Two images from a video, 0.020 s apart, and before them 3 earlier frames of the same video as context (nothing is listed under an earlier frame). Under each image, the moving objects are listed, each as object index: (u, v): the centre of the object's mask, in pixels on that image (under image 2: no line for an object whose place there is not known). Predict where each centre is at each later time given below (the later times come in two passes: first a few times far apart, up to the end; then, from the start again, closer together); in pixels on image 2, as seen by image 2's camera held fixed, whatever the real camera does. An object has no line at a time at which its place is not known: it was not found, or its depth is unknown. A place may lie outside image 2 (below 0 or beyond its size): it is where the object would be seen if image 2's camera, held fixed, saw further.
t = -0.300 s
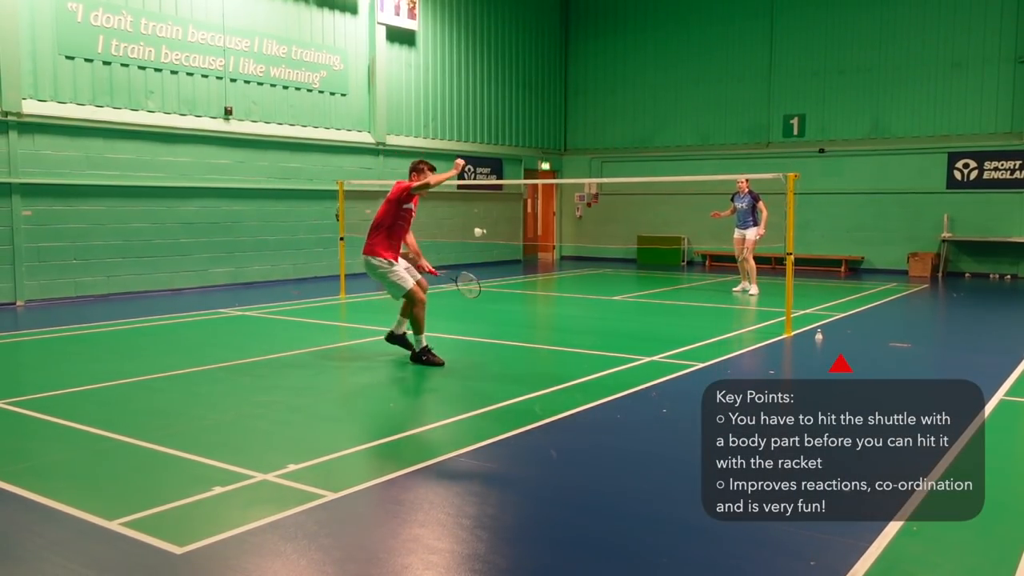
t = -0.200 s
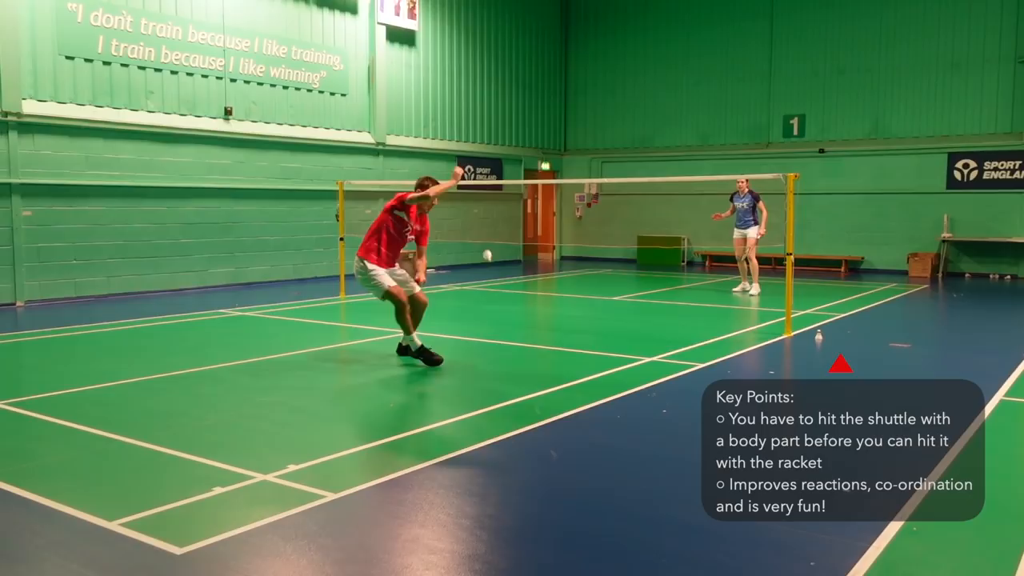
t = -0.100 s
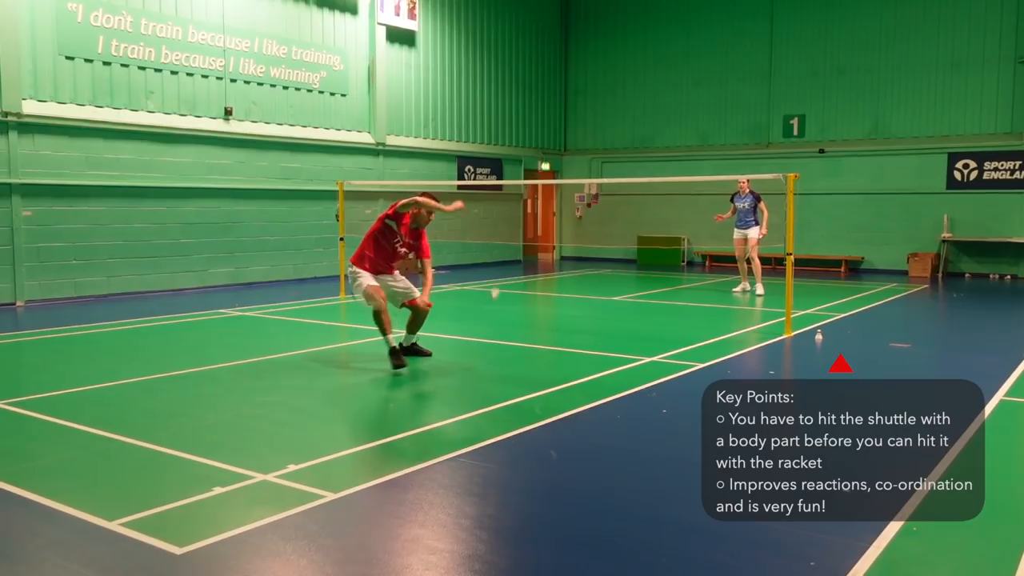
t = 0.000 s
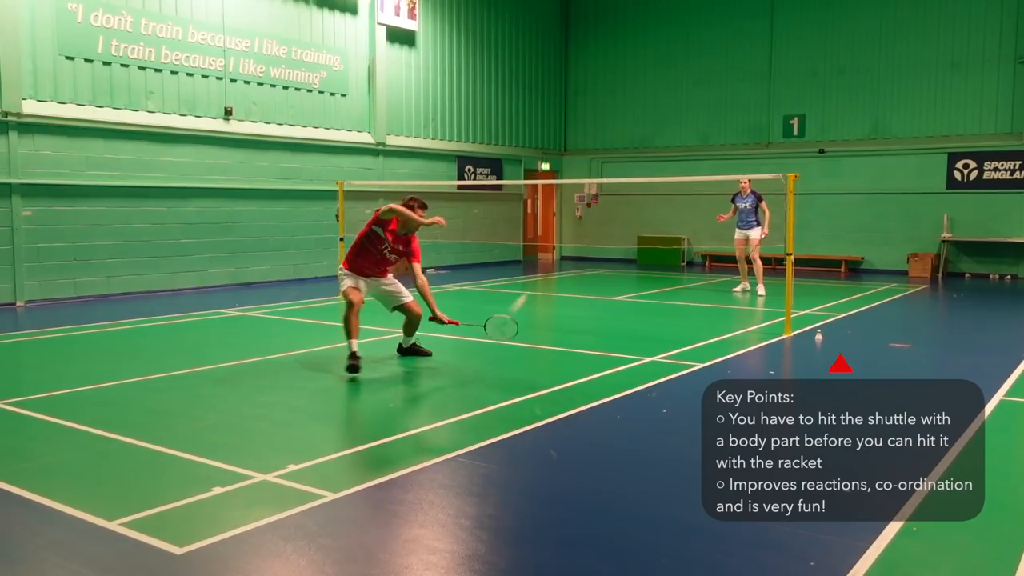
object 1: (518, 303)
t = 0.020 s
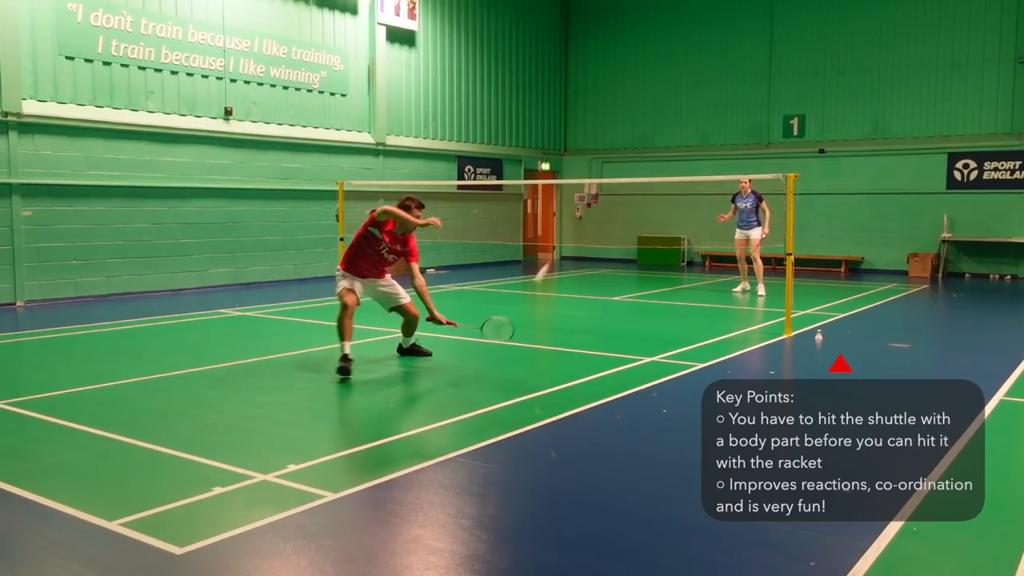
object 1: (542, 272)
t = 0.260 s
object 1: (680, 100)
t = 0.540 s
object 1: (744, 69)
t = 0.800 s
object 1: (780, 100)
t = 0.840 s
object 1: (784, 107)
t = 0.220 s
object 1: (666, 114)
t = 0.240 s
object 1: (673, 106)
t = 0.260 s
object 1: (680, 100)
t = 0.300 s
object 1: (692, 89)
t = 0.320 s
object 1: (698, 85)
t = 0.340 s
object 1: (703, 81)
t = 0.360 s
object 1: (708, 78)
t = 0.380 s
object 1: (713, 76)
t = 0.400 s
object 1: (718, 74)
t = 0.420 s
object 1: (723, 72)
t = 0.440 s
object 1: (727, 70)
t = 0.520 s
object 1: (741, 69)
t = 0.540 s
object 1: (744, 69)
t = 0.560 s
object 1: (748, 70)
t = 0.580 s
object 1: (751, 71)
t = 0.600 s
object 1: (754, 73)
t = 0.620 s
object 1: (757, 74)
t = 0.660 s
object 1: (763, 78)
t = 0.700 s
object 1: (768, 83)
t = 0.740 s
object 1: (773, 89)
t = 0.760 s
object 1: (775, 92)
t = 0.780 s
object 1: (777, 96)
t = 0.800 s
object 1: (780, 100)
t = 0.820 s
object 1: (782, 103)
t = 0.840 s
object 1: (784, 107)
